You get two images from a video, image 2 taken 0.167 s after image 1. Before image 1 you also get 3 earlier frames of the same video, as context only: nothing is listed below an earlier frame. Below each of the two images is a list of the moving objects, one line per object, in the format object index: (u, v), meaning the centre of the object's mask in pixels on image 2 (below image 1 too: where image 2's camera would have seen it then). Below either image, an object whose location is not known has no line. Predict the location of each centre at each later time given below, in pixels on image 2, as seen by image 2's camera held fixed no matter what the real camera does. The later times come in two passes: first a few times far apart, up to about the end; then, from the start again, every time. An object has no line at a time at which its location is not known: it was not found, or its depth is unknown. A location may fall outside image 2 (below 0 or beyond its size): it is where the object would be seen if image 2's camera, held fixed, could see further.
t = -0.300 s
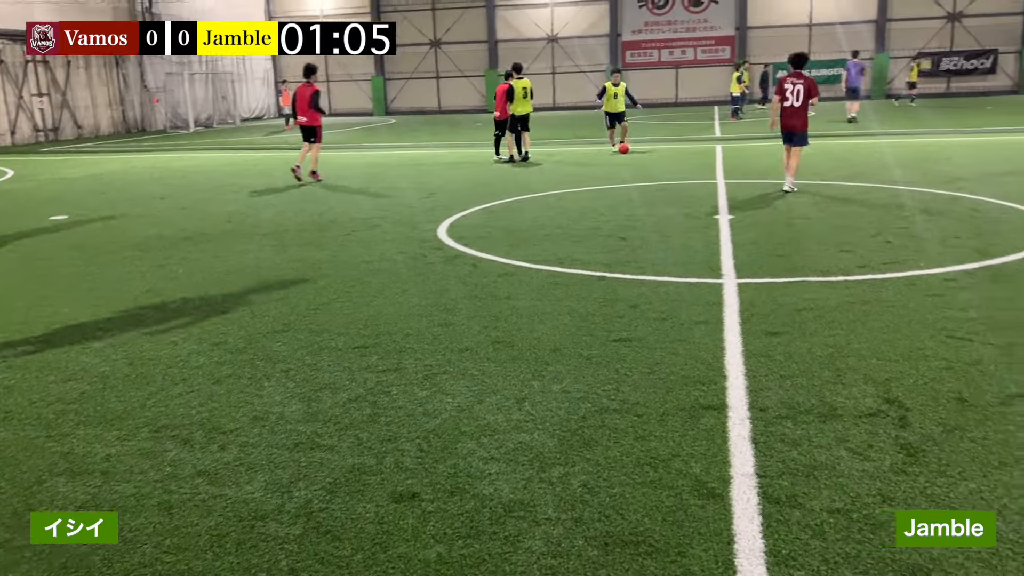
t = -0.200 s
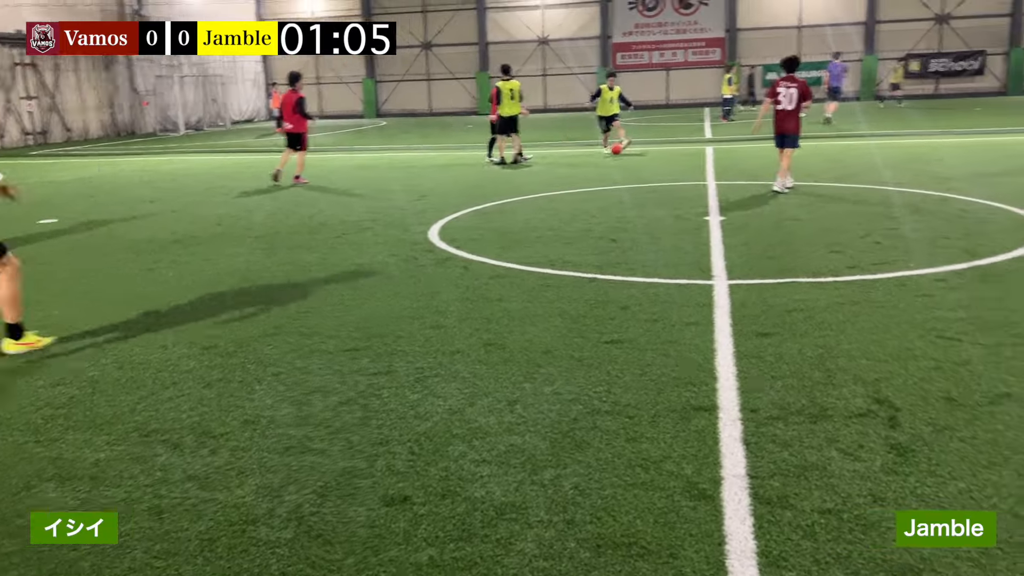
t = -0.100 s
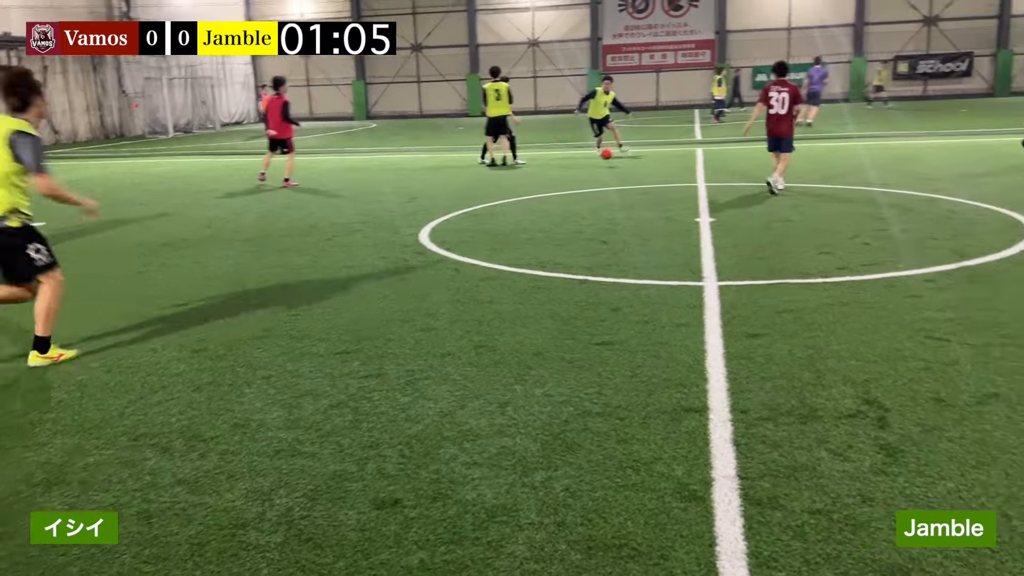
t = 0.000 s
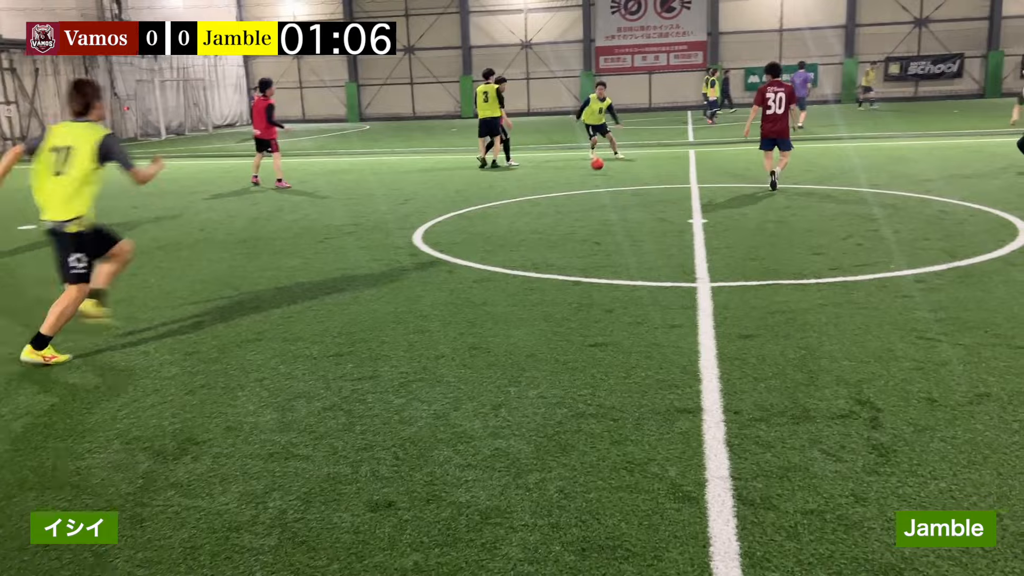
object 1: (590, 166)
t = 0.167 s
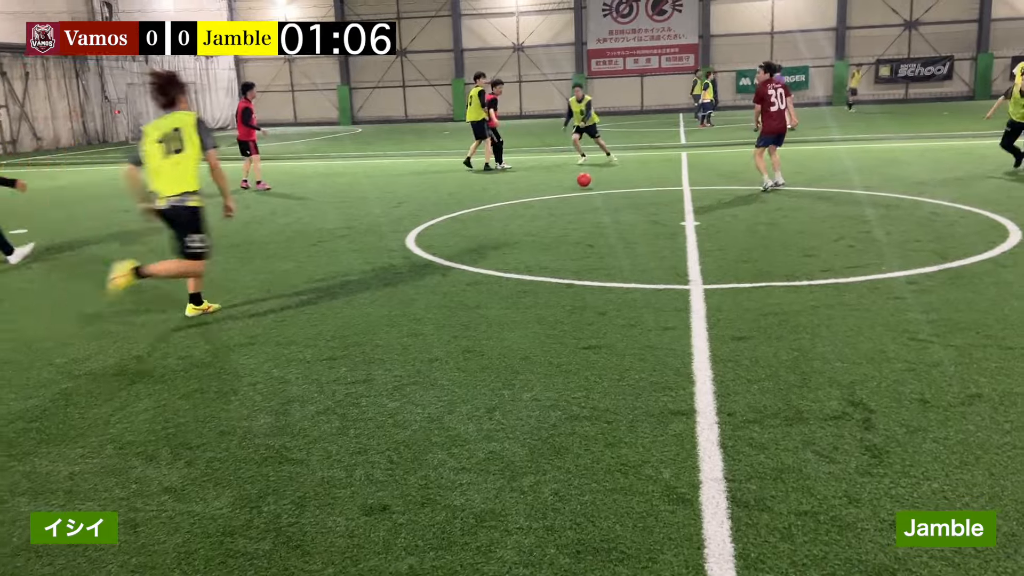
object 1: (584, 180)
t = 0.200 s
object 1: (583, 182)
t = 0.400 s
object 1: (571, 198)
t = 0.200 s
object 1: (583, 182)
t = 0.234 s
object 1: (581, 186)
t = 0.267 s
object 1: (579, 188)
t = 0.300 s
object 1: (577, 189)
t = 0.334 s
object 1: (576, 190)
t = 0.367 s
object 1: (574, 194)
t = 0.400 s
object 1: (571, 198)
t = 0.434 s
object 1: (569, 198)
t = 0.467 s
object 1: (567, 200)
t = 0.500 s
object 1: (564, 203)
